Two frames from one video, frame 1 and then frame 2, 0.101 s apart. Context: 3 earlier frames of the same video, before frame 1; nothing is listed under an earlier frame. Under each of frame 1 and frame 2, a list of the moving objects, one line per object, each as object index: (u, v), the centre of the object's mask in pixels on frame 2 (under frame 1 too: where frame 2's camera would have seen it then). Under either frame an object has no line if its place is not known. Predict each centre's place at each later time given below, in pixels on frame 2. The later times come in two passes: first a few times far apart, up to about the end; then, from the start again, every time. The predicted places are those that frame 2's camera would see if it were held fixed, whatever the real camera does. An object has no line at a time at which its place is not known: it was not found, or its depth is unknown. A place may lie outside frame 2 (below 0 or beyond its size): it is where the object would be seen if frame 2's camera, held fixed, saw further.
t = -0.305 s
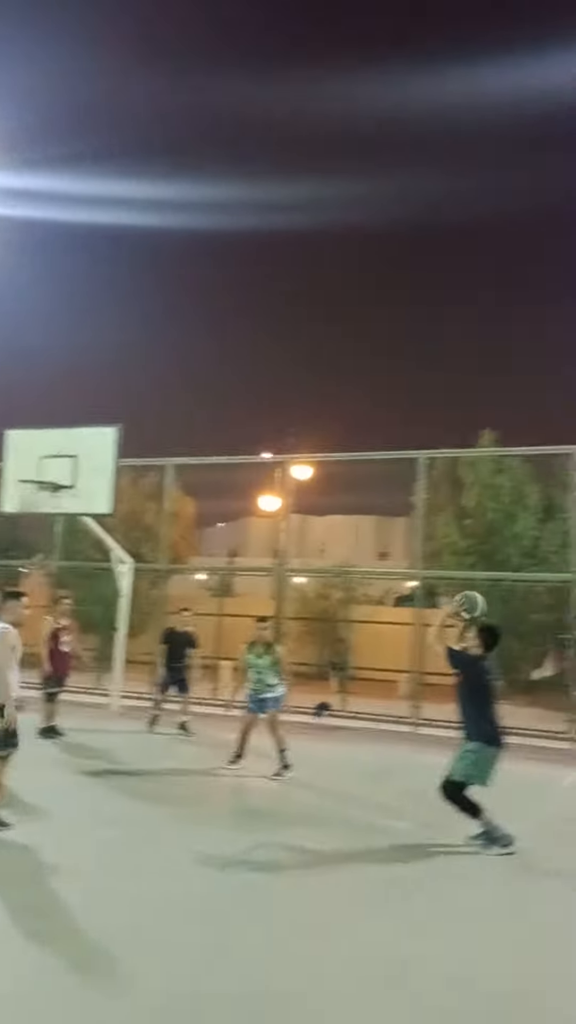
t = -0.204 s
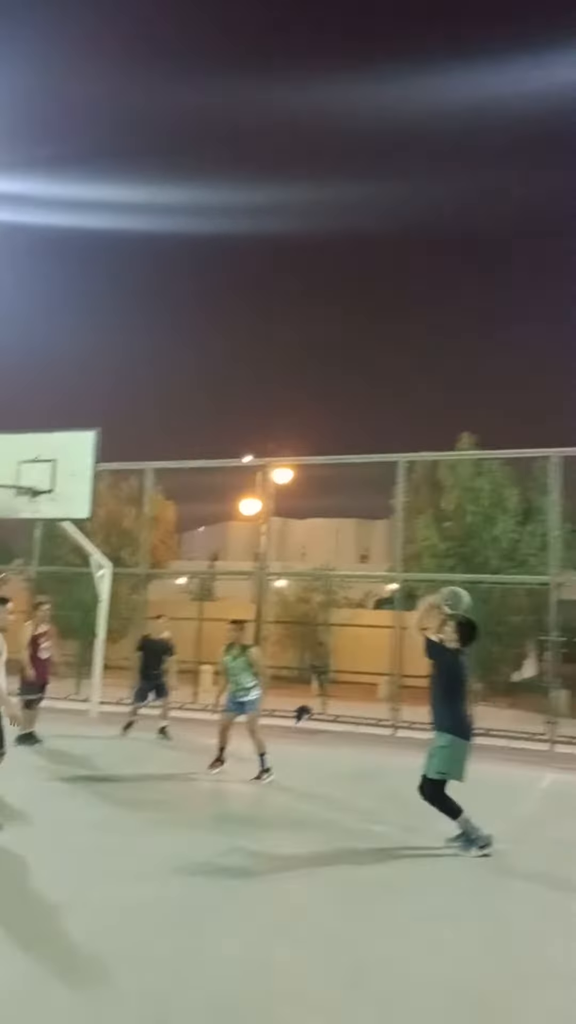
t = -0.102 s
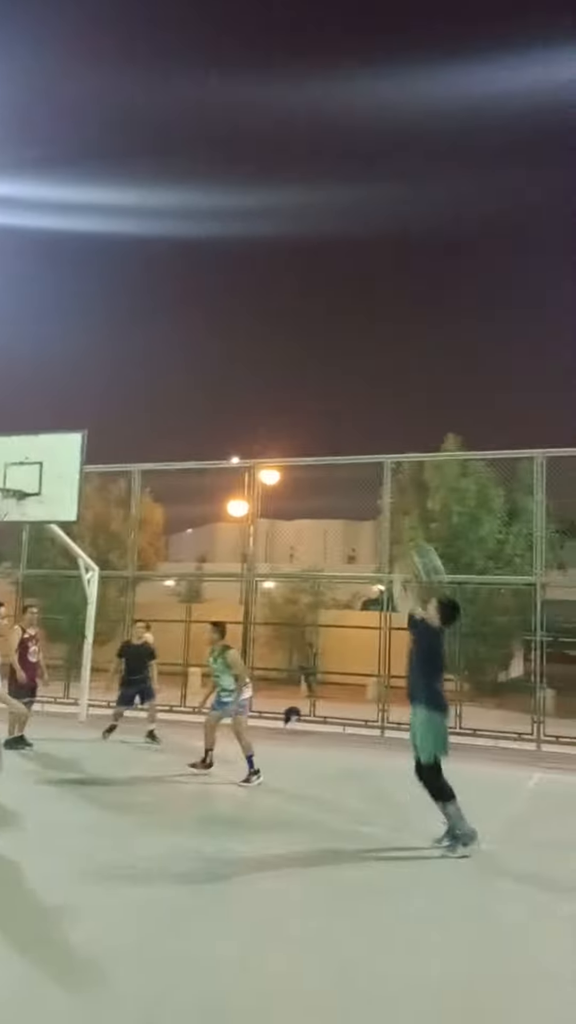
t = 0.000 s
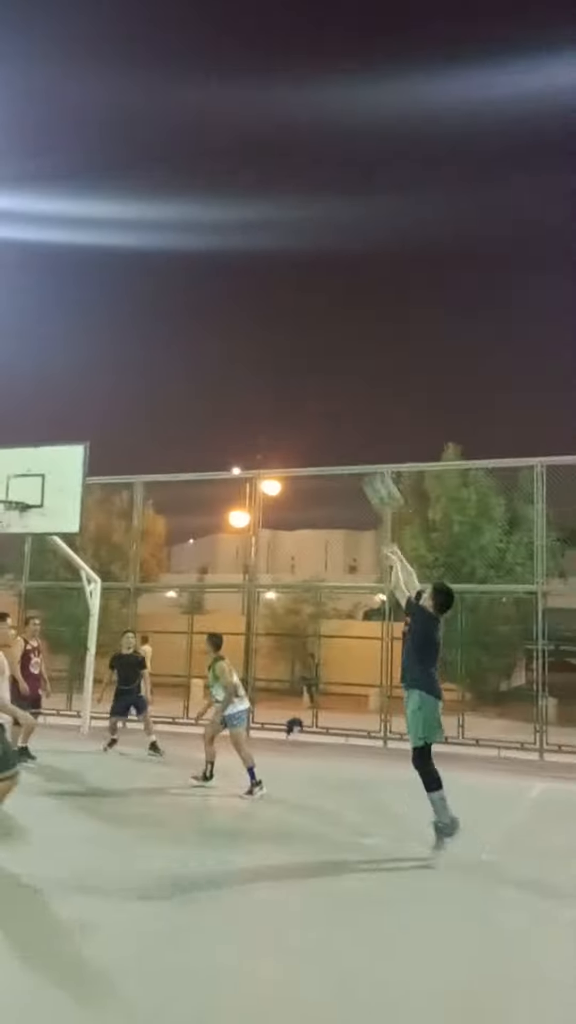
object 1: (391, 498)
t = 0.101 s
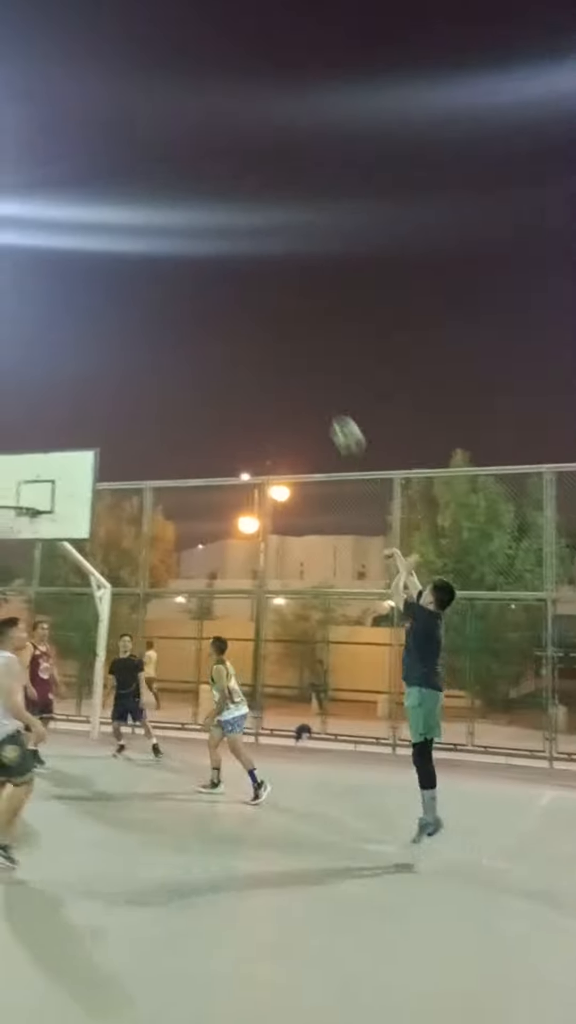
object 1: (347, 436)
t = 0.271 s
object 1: (282, 368)
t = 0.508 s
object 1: (205, 334)
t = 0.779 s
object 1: (133, 360)
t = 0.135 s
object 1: (333, 418)
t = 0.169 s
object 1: (320, 403)
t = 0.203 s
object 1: (307, 389)
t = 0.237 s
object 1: (294, 378)
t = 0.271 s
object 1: (282, 368)
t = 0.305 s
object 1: (270, 359)
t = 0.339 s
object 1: (259, 351)
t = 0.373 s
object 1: (248, 347)
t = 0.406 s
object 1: (237, 342)
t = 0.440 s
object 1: (227, 339)
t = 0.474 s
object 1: (216, 335)
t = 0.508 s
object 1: (205, 334)
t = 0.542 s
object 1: (196, 334)
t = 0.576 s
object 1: (186, 334)
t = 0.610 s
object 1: (177, 337)
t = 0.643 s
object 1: (168, 339)
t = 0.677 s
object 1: (161, 344)
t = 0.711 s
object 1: (152, 349)
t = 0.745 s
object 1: (143, 354)
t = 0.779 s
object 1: (133, 360)
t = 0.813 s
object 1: (125, 366)
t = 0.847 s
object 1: (116, 374)
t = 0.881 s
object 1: (108, 383)
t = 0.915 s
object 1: (101, 392)
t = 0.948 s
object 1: (92, 402)
